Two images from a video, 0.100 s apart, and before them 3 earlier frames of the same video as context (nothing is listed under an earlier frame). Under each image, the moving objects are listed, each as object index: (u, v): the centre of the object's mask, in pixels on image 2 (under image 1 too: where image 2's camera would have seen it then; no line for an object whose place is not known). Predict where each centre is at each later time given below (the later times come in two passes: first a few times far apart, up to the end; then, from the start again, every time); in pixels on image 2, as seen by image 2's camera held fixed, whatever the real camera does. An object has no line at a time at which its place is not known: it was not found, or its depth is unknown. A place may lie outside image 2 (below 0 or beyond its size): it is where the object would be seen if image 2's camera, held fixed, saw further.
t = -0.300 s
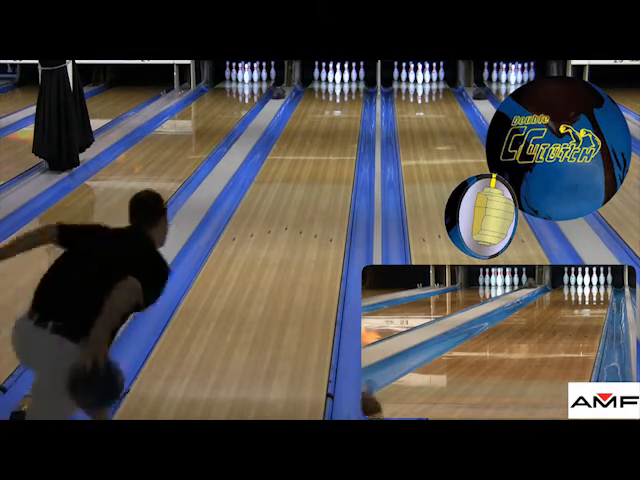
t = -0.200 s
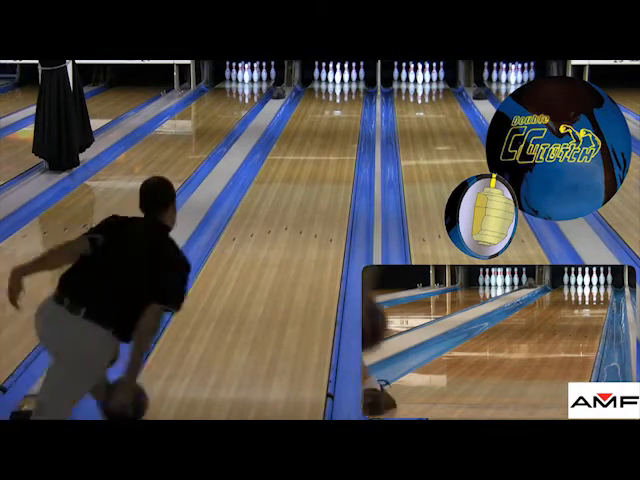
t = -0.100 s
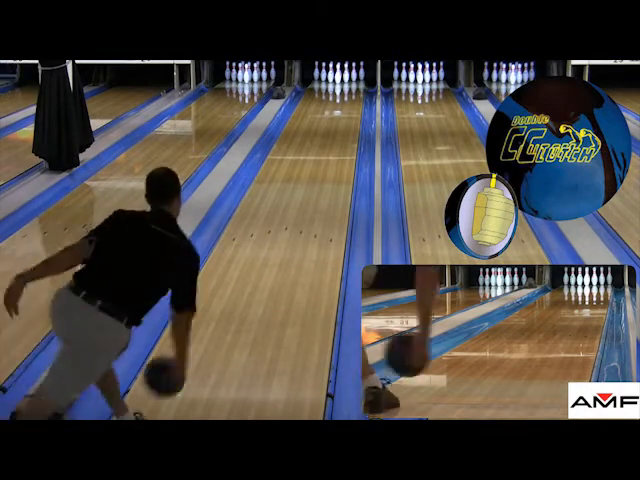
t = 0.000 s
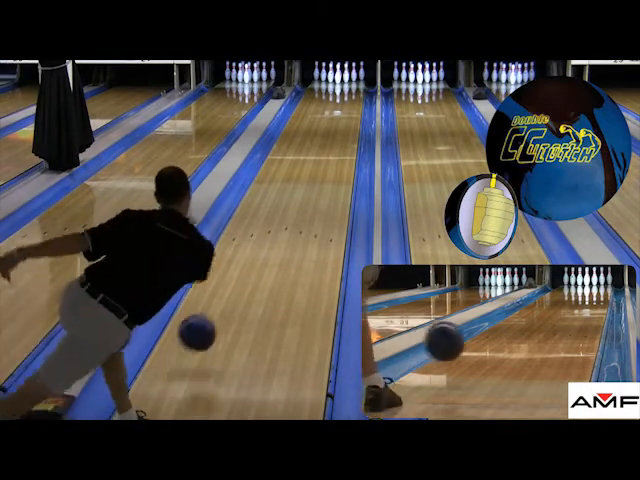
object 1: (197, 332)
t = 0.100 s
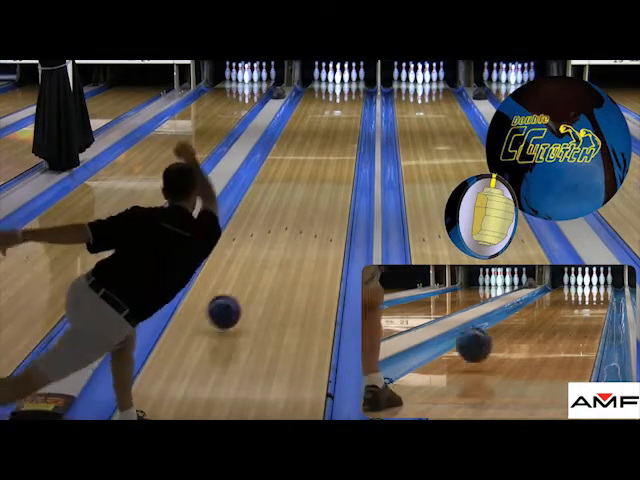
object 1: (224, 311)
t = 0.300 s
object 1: (263, 260)
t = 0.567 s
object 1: (299, 208)
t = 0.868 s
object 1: (326, 168)
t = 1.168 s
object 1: (343, 140)
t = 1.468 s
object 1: (353, 119)
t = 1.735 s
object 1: (357, 104)
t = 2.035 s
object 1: (354, 91)
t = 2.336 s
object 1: (345, 82)
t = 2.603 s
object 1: (339, 75)
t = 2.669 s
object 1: (338, 74)
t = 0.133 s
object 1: (232, 306)
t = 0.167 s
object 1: (239, 294)
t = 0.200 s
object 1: (245, 285)
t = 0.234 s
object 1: (252, 277)
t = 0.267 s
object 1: (258, 268)
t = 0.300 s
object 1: (263, 260)
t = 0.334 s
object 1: (269, 253)
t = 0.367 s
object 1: (274, 245)
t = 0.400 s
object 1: (279, 238)
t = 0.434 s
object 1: (284, 232)
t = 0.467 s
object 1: (288, 225)
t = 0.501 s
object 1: (292, 219)
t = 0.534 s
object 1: (295, 214)
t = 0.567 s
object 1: (299, 208)
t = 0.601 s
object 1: (303, 203)
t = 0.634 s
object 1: (306, 198)
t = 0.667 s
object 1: (309, 193)
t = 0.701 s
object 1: (313, 189)
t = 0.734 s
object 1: (315, 184)
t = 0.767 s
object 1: (318, 180)
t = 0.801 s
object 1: (321, 176)
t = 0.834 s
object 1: (323, 172)
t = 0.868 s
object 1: (326, 168)
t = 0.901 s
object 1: (328, 165)
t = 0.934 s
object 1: (330, 161)
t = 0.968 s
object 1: (333, 158)
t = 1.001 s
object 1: (334, 154)
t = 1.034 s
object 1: (336, 151)
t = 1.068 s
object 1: (338, 148)
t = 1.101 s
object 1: (340, 145)
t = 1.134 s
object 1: (342, 142)
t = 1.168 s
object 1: (343, 140)
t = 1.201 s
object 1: (344, 137)
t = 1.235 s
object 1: (346, 134)
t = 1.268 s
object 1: (347, 132)
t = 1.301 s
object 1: (348, 129)
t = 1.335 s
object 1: (350, 127)
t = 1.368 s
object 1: (351, 125)
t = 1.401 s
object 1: (352, 123)
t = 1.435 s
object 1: (352, 120)
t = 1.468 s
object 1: (353, 119)
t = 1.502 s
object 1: (354, 116)
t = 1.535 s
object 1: (355, 114)
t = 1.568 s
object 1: (355, 113)
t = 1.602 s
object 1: (356, 111)
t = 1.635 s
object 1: (356, 109)
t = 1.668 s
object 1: (356, 106)
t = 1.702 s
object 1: (356, 106)
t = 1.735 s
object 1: (357, 104)
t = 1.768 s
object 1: (356, 103)
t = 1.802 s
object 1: (357, 101)
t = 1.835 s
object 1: (356, 101)
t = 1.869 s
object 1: (357, 99)
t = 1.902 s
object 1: (356, 98)
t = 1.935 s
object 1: (356, 95)
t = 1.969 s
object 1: (355, 93)
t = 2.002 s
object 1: (355, 92)
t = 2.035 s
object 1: (354, 91)
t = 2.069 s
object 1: (354, 90)
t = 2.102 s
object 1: (354, 89)
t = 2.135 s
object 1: (353, 89)
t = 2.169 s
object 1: (351, 86)
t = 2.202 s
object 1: (349, 85)
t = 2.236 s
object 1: (348, 84)
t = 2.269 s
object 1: (347, 84)
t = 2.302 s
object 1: (346, 83)
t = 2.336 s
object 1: (345, 82)
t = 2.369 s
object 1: (344, 81)
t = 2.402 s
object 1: (343, 80)
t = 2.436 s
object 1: (341, 79)
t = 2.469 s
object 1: (340, 77)
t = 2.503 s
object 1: (339, 77)
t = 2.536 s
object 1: (339, 77)
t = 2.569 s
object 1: (339, 77)
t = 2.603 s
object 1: (339, 75)
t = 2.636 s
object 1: (339, 74)
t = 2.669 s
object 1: (338, 74)
